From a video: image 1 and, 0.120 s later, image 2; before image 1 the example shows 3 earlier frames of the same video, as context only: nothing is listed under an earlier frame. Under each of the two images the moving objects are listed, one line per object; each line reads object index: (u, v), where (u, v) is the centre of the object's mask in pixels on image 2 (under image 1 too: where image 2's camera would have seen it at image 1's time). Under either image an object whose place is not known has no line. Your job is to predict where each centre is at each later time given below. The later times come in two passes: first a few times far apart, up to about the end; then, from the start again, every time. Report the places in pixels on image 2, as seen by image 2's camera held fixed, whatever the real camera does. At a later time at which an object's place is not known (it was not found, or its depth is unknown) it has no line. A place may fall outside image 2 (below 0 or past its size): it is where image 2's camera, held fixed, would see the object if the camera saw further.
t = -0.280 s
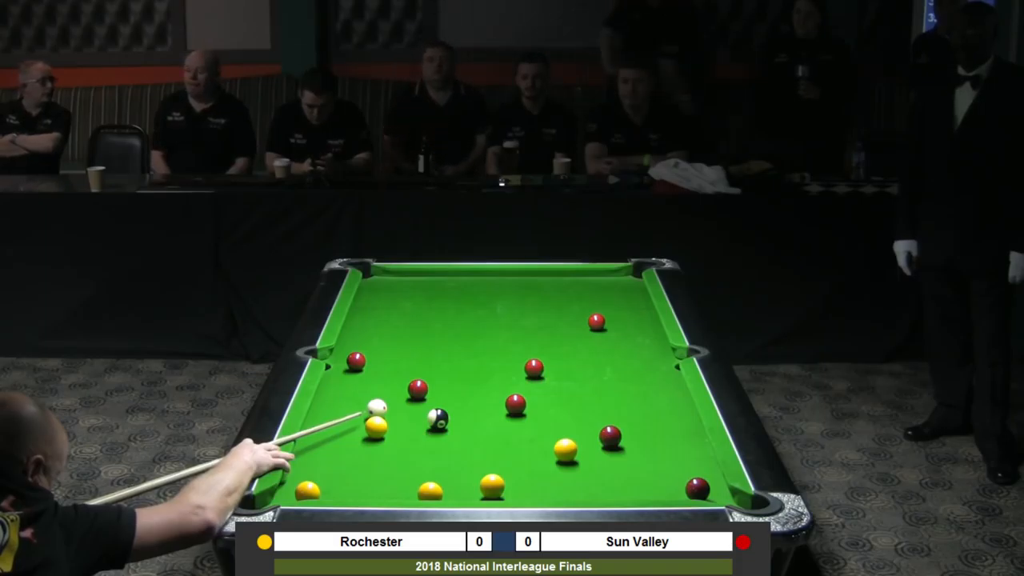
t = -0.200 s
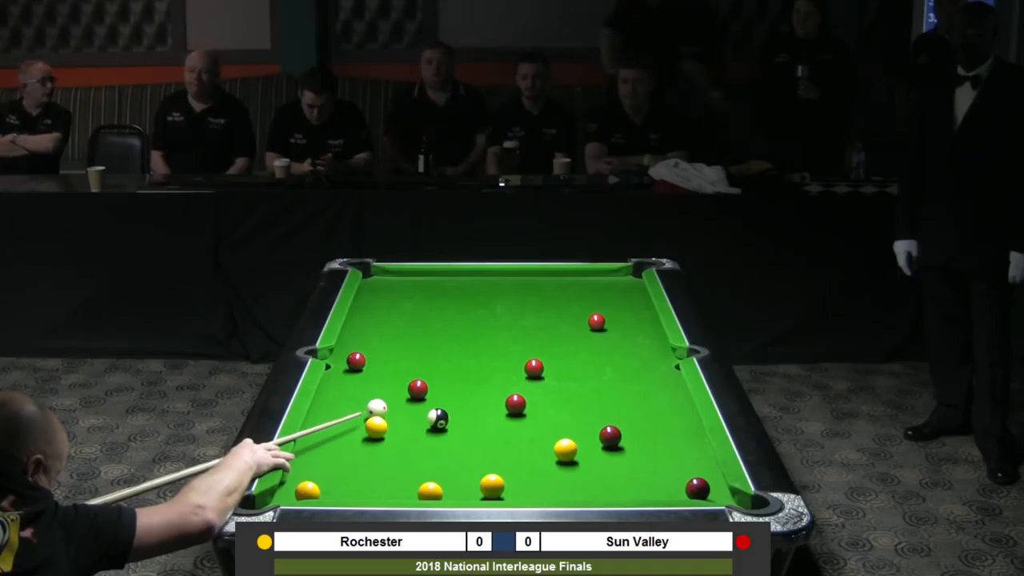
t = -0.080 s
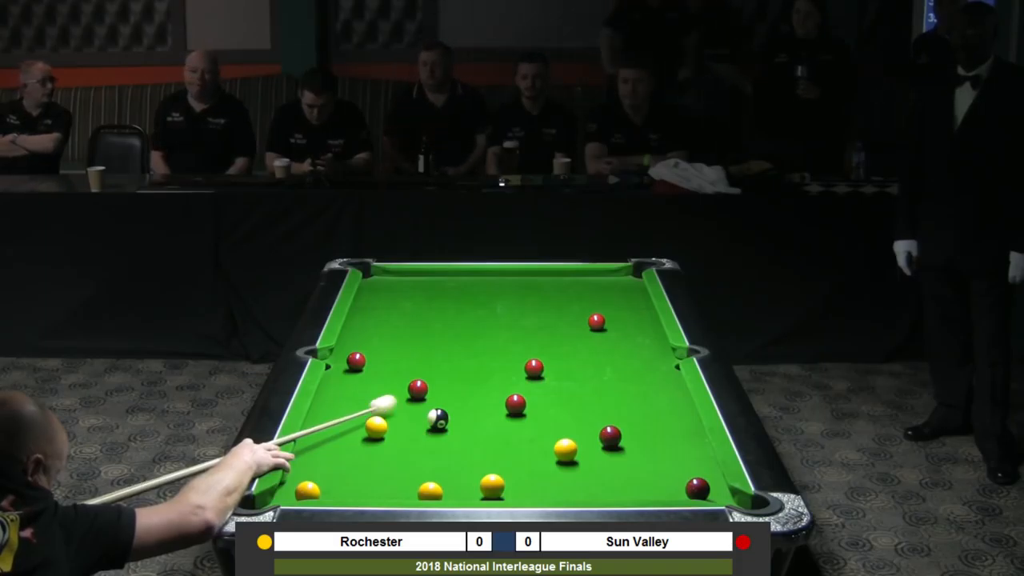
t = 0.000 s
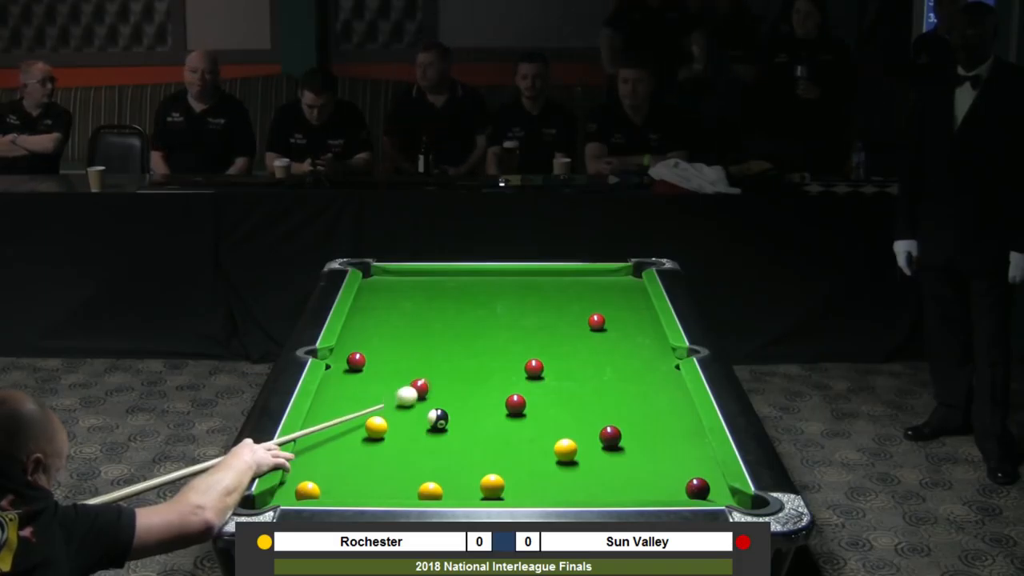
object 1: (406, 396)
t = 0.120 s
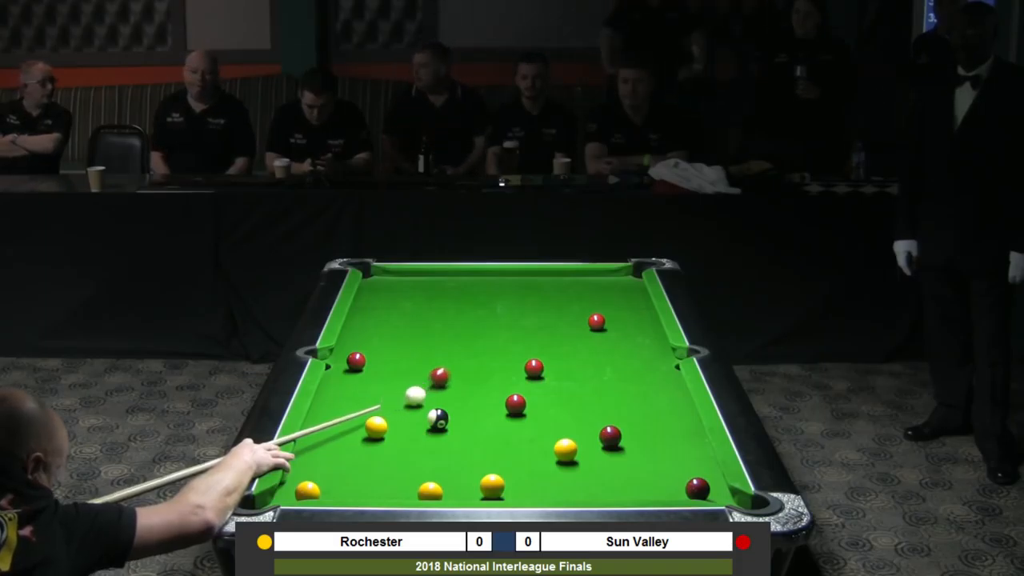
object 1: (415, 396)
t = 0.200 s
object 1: (421, 395)
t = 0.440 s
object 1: (436, 394)
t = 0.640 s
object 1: (447, 393)
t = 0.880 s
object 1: (459, 392)
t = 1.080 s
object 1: (466, 391)
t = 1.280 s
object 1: (472, 390)
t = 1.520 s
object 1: (477, 390)
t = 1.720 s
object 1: (479, 390)
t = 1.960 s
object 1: (479, 390)
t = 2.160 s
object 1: (479, 390)
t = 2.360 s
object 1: (479, 390)
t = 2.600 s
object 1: (479, 390)
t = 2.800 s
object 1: (479, 390)
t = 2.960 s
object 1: (479, 390)
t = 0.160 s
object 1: (418, 395)
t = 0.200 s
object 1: (421, 395)
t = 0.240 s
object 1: (423, 395)
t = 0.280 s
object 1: (426, 395)
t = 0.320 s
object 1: (429, 394)
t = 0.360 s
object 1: (431, 394)
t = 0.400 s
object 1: (434, 394)
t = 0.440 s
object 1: (436, 394)
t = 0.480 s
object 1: (439, 393)
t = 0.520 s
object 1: (441, 393)
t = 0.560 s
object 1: (443, 393)
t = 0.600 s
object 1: (445, 393)
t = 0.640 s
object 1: (447, 393)
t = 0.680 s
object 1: (449, 392)
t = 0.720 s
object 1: (452, 392)
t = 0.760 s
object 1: (453, 392)
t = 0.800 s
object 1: (455, 392)
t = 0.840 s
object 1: (457, 392)
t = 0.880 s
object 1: (459, 392)
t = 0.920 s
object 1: (460, 392)
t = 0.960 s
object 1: (462, 391)
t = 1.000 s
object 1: (463, 391)
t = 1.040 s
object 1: (465, 391)
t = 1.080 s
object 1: (466, 391)
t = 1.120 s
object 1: (467, 391)
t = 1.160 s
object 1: (469, 391)
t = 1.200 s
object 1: (469, 391)
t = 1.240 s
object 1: (470, 390)
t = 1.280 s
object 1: (472, 390)
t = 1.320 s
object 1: (473, 390)
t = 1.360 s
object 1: (474, 390)
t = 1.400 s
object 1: (474, 390)
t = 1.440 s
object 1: (475, 390)
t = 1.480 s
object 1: (476, 390)
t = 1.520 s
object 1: (477, 390)
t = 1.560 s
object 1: (477, 390)
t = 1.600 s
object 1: (478, 390)
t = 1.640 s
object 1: (478, 390)
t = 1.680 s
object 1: (478, 390)
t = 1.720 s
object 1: (479, 390)
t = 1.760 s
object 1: (479, 390)
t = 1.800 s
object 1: (479, 390)
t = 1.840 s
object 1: (479, 390)
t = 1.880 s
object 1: (479, 390)
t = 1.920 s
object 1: (479, 390)
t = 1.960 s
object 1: (479, 390)
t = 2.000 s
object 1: (479, 390)
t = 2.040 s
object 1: (479, 390)
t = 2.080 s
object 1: (479, 390)
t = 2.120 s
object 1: (479, 390)
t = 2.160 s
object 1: (479, 390)
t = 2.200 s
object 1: (479, 390)
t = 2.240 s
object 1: (479, 390)
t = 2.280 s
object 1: (479, 390)
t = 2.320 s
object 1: (479, 390)
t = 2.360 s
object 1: (479, 390)
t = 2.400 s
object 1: (479, 390)
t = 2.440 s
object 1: (479, 390)
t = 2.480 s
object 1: (479, 390)
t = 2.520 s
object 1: (479, 390)
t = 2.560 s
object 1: (479, 390)
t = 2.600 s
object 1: (479, 390)
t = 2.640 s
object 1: (479, 390)
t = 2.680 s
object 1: (479, 390)
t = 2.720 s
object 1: (479, 390)
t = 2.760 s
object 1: (479, 390)
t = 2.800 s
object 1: (479, 390)
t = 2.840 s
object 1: (479, 390)
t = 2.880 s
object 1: (479, 390)
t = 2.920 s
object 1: (479, 390)
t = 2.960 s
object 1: (479, 390)
